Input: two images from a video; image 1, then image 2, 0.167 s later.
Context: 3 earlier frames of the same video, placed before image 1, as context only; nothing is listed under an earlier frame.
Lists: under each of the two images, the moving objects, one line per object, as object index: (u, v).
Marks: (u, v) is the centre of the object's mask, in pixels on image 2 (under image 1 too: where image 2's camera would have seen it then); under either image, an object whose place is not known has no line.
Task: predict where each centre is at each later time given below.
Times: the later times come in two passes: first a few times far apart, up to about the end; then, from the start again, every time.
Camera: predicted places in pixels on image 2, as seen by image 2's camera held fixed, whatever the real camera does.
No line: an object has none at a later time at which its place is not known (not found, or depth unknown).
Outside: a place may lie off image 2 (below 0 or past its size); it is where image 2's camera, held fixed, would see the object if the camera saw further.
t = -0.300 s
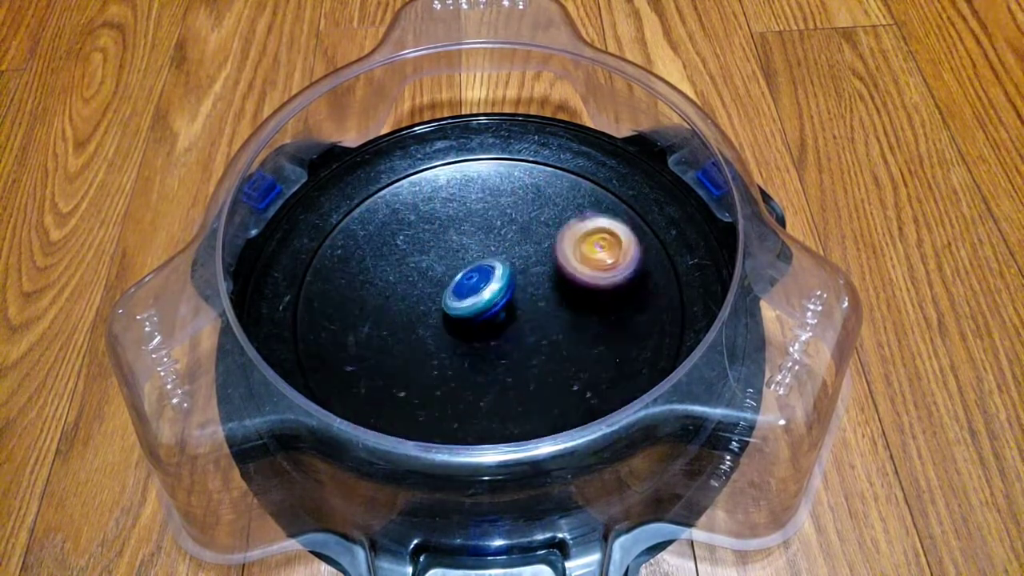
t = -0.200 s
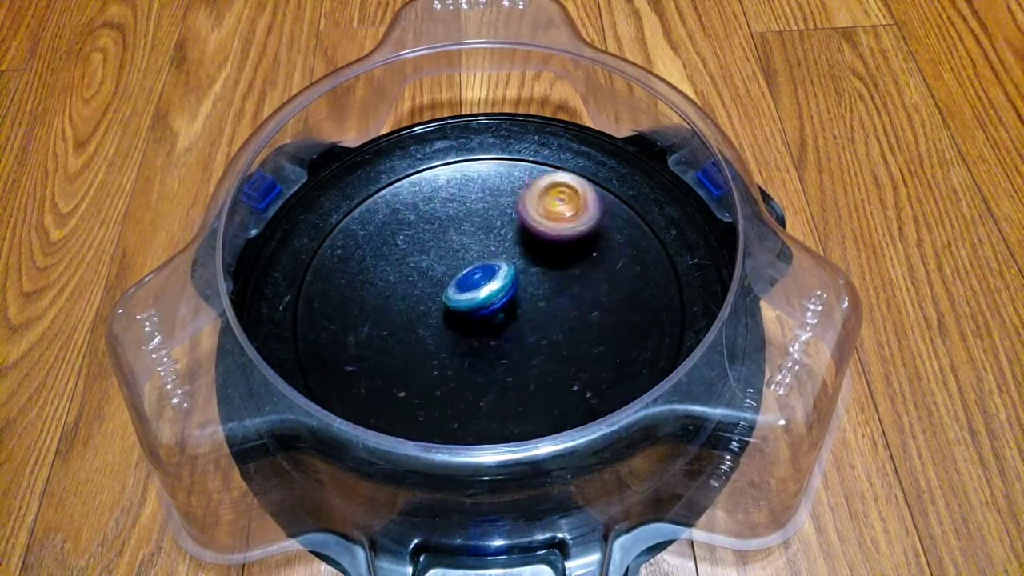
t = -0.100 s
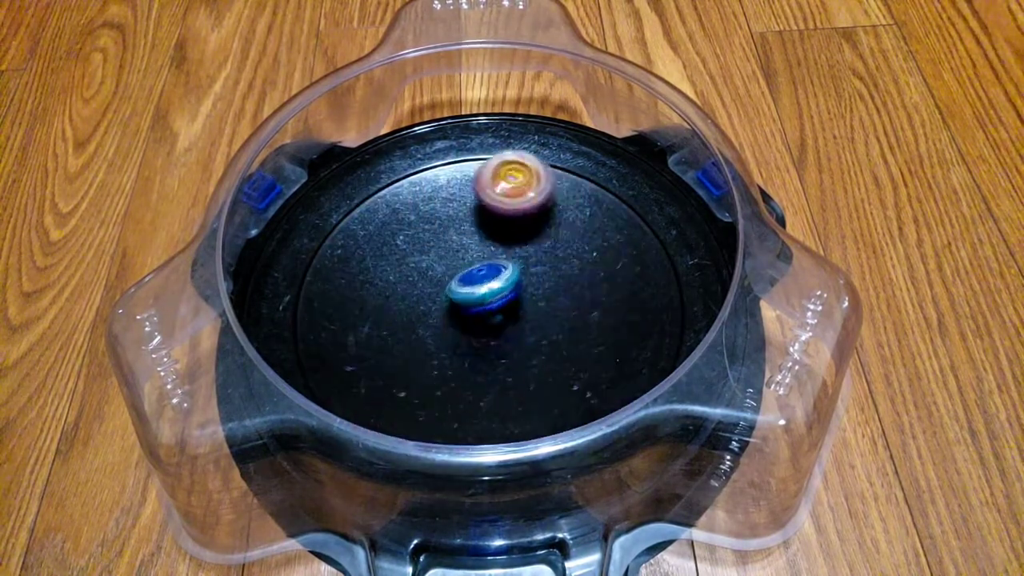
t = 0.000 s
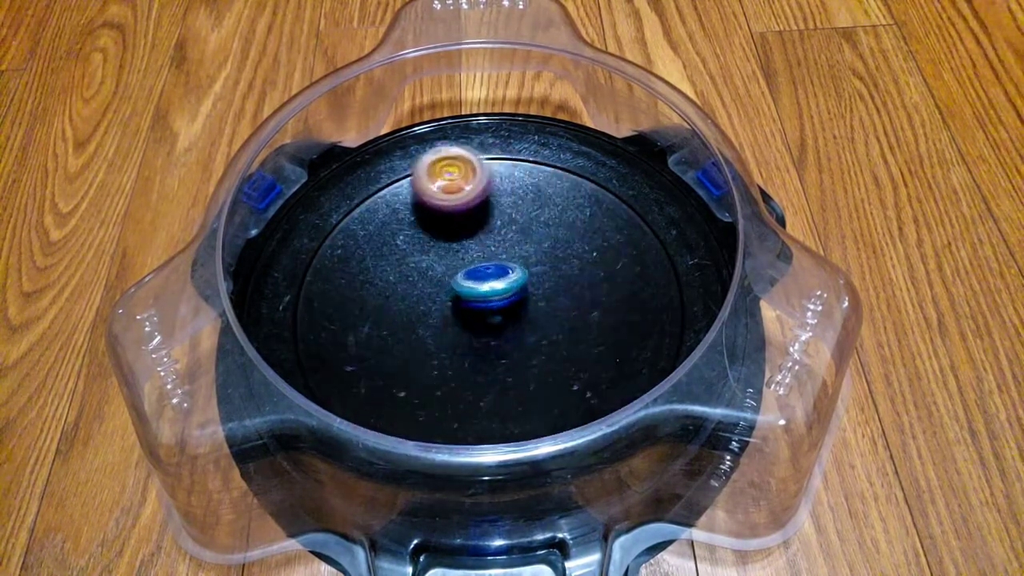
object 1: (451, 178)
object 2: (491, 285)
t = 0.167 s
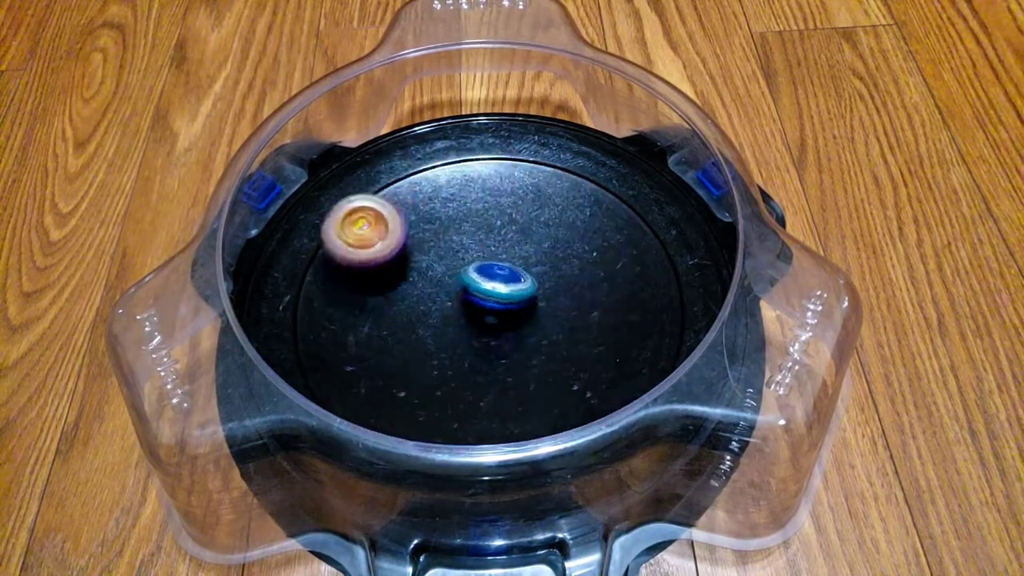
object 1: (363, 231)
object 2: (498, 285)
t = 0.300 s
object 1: (356, 313)
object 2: (503, 288)
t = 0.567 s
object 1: (519, 395)
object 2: (506, 294)
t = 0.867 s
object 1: (622, 270)
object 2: (493, 298)
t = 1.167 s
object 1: (459, 204)
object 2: (476, 311)
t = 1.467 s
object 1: (348, 323)
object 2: (468, 307)
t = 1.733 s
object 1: (492, 401)
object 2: (485, 297)
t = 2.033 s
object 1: (596, 266)
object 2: (497, 281)
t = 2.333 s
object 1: (470, 183)
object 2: (506, 287)
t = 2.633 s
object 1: (375, 306)
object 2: (487, 314)
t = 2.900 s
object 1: (502, 397)
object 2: (489, 317)
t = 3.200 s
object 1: (608, 290)
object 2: (470, 307)
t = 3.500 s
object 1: (469, 211)
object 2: (466, 307)
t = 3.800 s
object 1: (353, 297)
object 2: (484, 294)
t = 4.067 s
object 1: (480, 381)
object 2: (484, 298)
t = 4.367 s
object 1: (599, 279)
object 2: (487, 303)
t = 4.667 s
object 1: (494, 198)
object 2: (487, 303)
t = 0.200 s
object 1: (355, 250)
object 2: (500, 286)
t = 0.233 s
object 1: (350, 270)
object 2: (501, 287)
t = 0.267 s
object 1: (351, 291)
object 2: (502, 288)
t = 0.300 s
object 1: (356, 313)
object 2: (503, 288)
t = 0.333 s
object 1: (366, 333)
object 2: (503, 290)
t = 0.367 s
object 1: (380, 351)
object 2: (505, 290)
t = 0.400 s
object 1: (397, 368)
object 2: (505, 291)
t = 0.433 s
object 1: (418, 381)
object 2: (505, 292)
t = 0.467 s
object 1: (442, 391)
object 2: (506, 293)
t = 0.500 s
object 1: (467, 396)
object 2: (506, 294)
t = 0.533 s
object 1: (493, 398)
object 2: (506, 294)
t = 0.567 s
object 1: (519, 395)
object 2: (506, 294)
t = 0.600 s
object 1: (543, 389)
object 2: (506, 294)
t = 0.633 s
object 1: (564, 380)
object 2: (506, 295)
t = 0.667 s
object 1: (583, 368)
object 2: (506, 296)
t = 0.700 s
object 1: (600, 353)
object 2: (506, 297)
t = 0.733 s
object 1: (614, 336)
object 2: (504, 298)
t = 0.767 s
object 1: (623, 318)
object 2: (500, 297)
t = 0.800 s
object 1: (627, 298)
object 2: (496, 299)
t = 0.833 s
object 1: (626, 279)
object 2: (494, 299)
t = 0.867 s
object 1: (622, 270)
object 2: (493, 298)
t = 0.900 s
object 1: (615, 252)
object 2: (491, 301)
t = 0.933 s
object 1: (603, 236)
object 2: (490, 302)
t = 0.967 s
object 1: (589, 224)
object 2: (490, 304)
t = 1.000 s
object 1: (570, 212)
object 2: (488, 306)
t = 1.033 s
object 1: (550, 205)
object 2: (486, 308)
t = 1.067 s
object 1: (526, 199)
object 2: (484, 309)
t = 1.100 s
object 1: (503, 199)
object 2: (481, 310)
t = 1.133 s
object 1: (481, 199)
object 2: (479, 311)
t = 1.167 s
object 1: (459, 204)
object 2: (476, 311)
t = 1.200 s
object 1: (438, 210)
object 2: (473, 311)
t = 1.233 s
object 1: (419, 218)
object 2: (471, 311)
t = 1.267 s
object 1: (400, 227)
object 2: (469, 311)
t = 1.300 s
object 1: (384, 240)
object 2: (468, 310)
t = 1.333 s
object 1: (371, 255)
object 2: (468, 310)
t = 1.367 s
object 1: (360, 270)
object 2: (468, 310)
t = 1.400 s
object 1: (352, 287)
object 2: (467, 310)
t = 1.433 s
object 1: (348, 304)
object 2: (467, 308)
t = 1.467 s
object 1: (348, 323)
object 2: (468, 307)
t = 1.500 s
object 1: (353, 342)
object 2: (469, 306)
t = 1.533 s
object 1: (362, 359)
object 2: (472, 303)
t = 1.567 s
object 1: (376, 374)
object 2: (475, 303)
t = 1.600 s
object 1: (393, 387)
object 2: (477, 300)
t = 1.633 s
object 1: (415, 397)
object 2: (479, 300)
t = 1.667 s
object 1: (440, 402)
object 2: (481, 298)
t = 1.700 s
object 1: (467, 404)
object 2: (483, 298)
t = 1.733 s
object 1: (492, 401)
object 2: (485, 297)
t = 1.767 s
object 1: (517, 394)
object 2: (489, 296)
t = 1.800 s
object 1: (539, 383)
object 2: (493, 291)
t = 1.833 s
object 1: (559, 368)
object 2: (497, 292)
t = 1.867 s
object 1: (574, 351)
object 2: (496, 290)
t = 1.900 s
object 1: (586, 333)
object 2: (495, 290)
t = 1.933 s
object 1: (595, 315)
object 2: (495, 286)
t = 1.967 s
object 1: (597, 304)
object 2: (495, 285)
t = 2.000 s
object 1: (598, 285)
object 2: (496, 282)
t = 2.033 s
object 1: (596, 266)
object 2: (497, 281)
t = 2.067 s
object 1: (592, 249)
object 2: (497, 279)
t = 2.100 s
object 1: (584, 233)
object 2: (498, 278)
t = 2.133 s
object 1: (572, 219)
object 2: (499, 277)
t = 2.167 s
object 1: (559, 206)
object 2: (500, 278)
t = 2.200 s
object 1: (545, 196)
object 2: (500, 279)
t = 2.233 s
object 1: (527, 188)
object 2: (502, 277)
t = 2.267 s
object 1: (508, 184)
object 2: (503, 280)
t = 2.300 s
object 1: (489, 182)
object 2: (504, 281)
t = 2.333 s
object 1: (470, 183)
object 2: (506, 287)
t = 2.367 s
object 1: (450, 187)
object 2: (505, 287)
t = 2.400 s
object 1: (432, 194)
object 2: (504, 293)
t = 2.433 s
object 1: (415, 205)
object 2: (503, 293)
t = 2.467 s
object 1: (400, 217)
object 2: (501, 300)
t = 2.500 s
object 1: (388, 232)
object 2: (498, 301)
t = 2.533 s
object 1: (380, 250)
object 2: (495, 306)
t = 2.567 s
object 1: (375, 269)
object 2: (491, 307)
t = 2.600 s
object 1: (373, 286)
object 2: (489, 313)
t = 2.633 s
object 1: (375, 306)
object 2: (487, 314)
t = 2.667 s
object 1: (380, 325)
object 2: (487, 313)
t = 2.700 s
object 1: (390, 343)
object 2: (487, 314)
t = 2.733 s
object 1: (403, 359)
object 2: (488, 317)
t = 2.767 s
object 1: (418, 373)
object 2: (488, 318)
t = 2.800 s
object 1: (438, 384)
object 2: (489, 315)
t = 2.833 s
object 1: (458, 391)
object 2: (490, 317)
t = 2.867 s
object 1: (479, 396)
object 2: (490, 317)
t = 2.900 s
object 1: (502, 397)
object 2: (489, 317)
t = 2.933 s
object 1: (524, 395)
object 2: (488, 317)
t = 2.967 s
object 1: (545, 389)
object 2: (485, 316)
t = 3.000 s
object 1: (565, 380)
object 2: (483, 318)
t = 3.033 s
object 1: (573, 374)
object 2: (483, 317)
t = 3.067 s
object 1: (588, 361)
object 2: (480, 315)
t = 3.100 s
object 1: (600, 345)
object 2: (480, 311)
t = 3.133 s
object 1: (608, 327)
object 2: (478, 311)
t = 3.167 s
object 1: (611, 308)
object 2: (476, 307)
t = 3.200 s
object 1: (608, 290)
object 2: (470, 307)
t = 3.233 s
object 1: (601, 273)
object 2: (466, 307)
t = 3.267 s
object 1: (591, 258)
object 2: (460, 306)
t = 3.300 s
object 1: (579, 245)
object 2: (457, 310)
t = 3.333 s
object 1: (563, 233)
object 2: (458, 308)
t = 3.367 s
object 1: (544, 224)
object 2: (459, 310)
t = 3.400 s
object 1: (527, 217)
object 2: (462, 309)
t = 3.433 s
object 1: (506, 213)
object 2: (464, 309)
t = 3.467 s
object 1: (487, 212)
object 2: (465, 308)
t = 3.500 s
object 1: (469, 211)
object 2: (466, 307)
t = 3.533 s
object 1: (449, 213)
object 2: (467, 304)
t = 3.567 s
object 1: (430, 218)
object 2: (469, 301)
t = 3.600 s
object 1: (414, 223)
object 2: (470, 300)
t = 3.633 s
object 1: (396, 231)
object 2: (471, 299)
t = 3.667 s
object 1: (383, 241)
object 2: (474, 298)
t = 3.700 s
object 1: (371, 252)
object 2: (476, 295)
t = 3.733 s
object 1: (361, 266)
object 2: (479, 294)
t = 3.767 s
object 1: (355, 281)
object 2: (483, 292)
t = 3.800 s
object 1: (353, 297)
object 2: (484, 294)
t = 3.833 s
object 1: (356, 316)
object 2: (488, 294)
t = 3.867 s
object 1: (363, 332)
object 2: (490, 297)
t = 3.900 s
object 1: (375, 348)
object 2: (489, 298)
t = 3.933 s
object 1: (391, 361)
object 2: (488, 300)
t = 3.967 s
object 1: (409, 372)
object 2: (485, 300)
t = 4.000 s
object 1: (433, 380)
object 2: (483, 299)
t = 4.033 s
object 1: (457, 382)
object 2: (483, 299)
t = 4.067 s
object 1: (480, 381)
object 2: (484, 298)
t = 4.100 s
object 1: (504, 377)
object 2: (485, 300)
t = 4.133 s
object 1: (515, 374)
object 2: (485, 301)
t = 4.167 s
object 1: (536, 366)
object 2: (487, 304)
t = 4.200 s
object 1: (553, 354)
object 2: (488, 304)
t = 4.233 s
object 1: (569, 341)
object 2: (486, 303)
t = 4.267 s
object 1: (582, 327)
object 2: (487, 303)
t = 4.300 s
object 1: (592, 311)
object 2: (487, 303)
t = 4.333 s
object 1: (597, 294)
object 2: (487, 303)
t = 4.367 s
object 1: (599, 279)
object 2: (487, 303)
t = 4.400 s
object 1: (599, 264)
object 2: (487, 303)
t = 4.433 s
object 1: (595, 248)
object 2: (487, 303)
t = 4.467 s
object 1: (588, 234)
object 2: (487, 303)
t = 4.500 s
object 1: (578, 222)
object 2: (486, 303)
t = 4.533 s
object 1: (564, 212)
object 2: (487, 303)
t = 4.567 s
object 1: (550, 205)
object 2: (487, 303)
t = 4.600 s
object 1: (533, 200)
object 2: (487, 303)
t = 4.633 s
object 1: (514, 198)
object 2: (487, 303)
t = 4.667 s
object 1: (494, 198)
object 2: (487, 303)
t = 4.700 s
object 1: (475, 203)
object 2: (487, 303)
